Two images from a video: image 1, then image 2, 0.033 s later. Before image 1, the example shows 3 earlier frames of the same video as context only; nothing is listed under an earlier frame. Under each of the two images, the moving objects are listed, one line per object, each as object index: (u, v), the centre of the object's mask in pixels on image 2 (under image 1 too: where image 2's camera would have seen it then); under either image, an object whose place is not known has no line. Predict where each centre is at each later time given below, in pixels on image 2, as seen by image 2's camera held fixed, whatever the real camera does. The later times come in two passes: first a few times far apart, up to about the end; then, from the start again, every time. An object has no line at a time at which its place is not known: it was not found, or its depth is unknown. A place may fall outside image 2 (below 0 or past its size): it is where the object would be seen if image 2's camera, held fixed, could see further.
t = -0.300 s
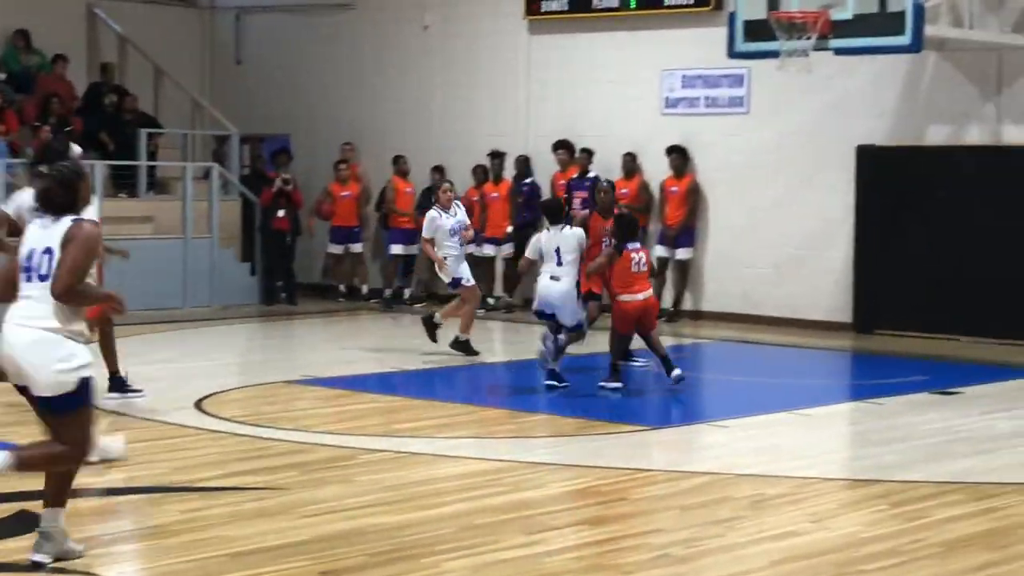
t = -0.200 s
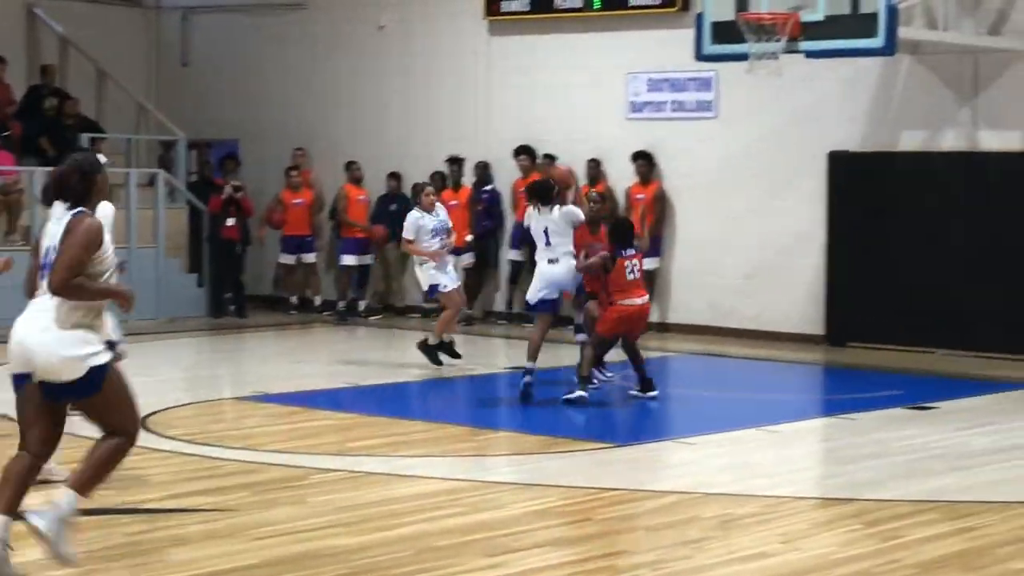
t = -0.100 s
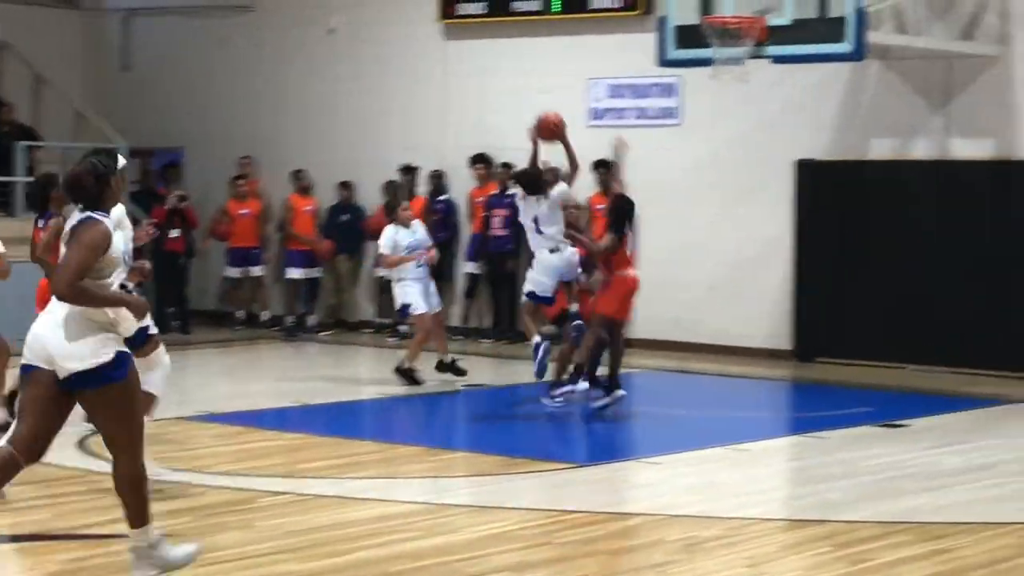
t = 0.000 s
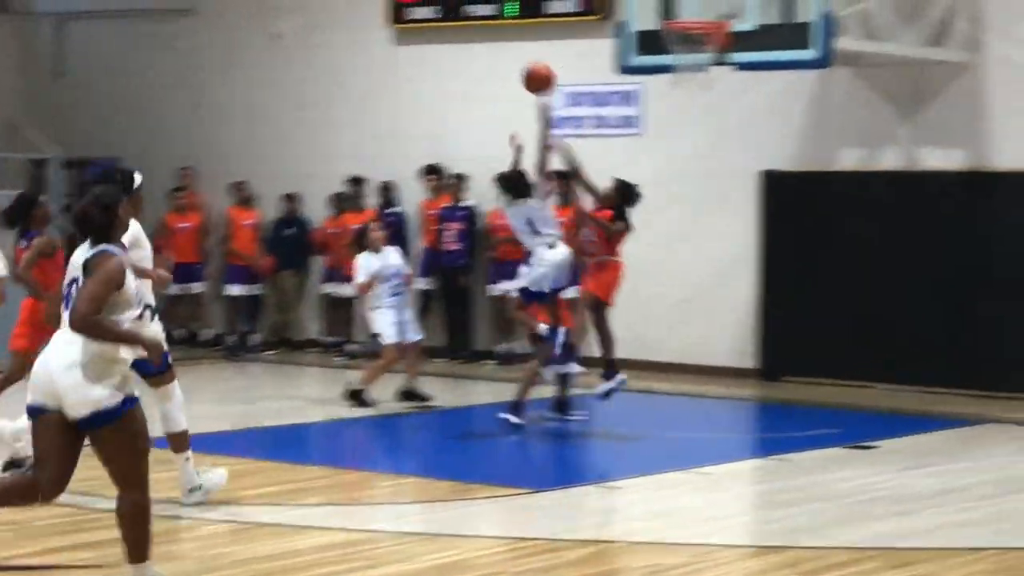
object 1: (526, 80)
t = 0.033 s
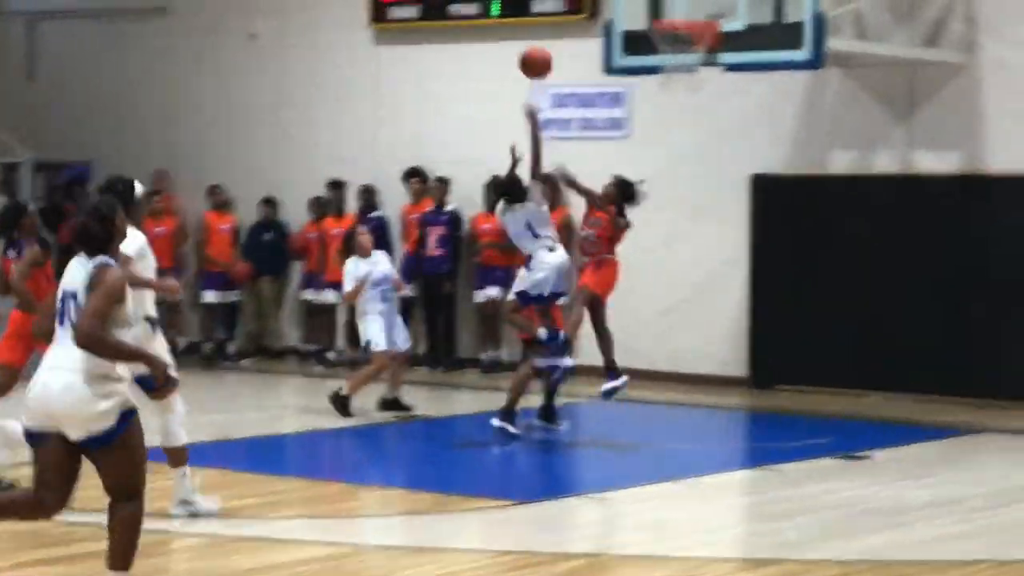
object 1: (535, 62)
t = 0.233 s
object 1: (601, -5)
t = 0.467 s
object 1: (676, -12)
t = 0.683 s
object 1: (717, -12)
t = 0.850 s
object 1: (706, -17)
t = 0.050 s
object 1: (541, 50)
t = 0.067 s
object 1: (544, 42)
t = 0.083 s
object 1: (550, 39)
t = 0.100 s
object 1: (555, 33)
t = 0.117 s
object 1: (561, 27)
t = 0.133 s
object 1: (567, 21)
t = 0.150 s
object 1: (573, 16)
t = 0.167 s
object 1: (578, 11)
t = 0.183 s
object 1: (584, 6)
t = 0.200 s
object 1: (590, 2)
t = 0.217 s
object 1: (596, -2)
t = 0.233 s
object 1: (601, -5)
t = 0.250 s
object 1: (608, -9)
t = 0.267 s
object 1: (612, -11)
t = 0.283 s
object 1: (618, -13)
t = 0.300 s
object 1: (624, -14)
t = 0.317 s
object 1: (630, -15)
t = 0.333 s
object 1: (635, -16)
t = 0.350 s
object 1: (640, -17)
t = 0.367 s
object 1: (645, -18)
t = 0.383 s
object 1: (651, -17)
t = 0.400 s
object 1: (656, -17)
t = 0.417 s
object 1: (661, -16)
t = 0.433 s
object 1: (666, -15)
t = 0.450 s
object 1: (671, -14)
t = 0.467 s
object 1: (676, -12)
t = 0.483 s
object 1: (681, -9)
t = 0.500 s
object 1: (686, -6)
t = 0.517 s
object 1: (691, -3)
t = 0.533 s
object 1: (696, 0)
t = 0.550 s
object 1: (701, 4)
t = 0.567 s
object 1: (706, 6)
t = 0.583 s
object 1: (708, 5)
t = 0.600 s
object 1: (710, 2)
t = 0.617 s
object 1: (712, -1)
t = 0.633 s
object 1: (715, -4)
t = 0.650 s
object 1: (716, -7)
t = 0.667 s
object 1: (717, -9)
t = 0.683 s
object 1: (717, -12)
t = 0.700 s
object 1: (715, -14)
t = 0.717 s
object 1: (714, -16)
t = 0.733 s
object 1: (713, -17)
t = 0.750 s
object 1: (712, -18)
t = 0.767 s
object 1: (711, -19)
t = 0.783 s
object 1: (710, -19)
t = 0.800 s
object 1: (709, -19)
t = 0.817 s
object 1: (708, -19)
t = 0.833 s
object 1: (707, -18)
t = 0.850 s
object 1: (706, -17)
